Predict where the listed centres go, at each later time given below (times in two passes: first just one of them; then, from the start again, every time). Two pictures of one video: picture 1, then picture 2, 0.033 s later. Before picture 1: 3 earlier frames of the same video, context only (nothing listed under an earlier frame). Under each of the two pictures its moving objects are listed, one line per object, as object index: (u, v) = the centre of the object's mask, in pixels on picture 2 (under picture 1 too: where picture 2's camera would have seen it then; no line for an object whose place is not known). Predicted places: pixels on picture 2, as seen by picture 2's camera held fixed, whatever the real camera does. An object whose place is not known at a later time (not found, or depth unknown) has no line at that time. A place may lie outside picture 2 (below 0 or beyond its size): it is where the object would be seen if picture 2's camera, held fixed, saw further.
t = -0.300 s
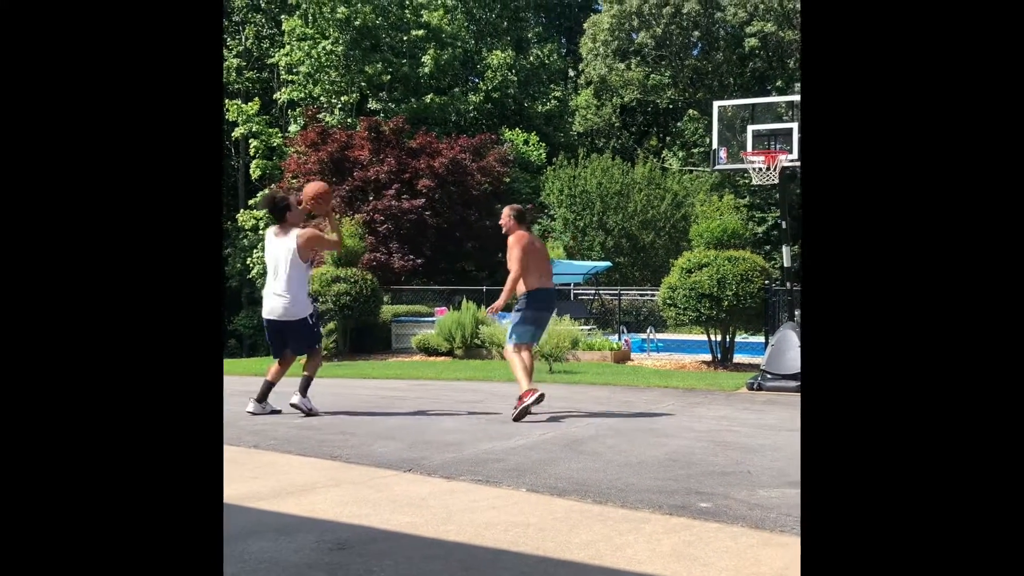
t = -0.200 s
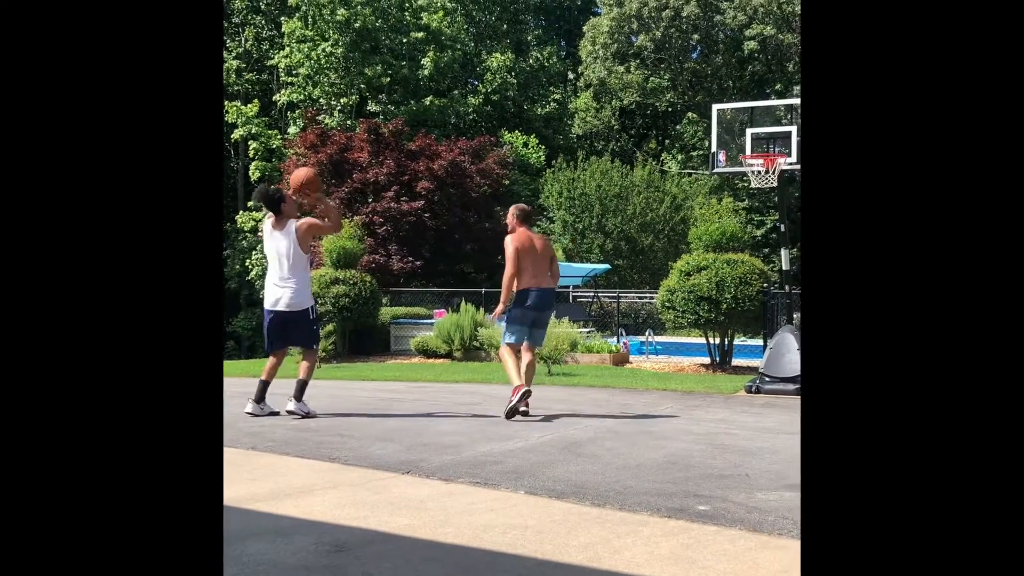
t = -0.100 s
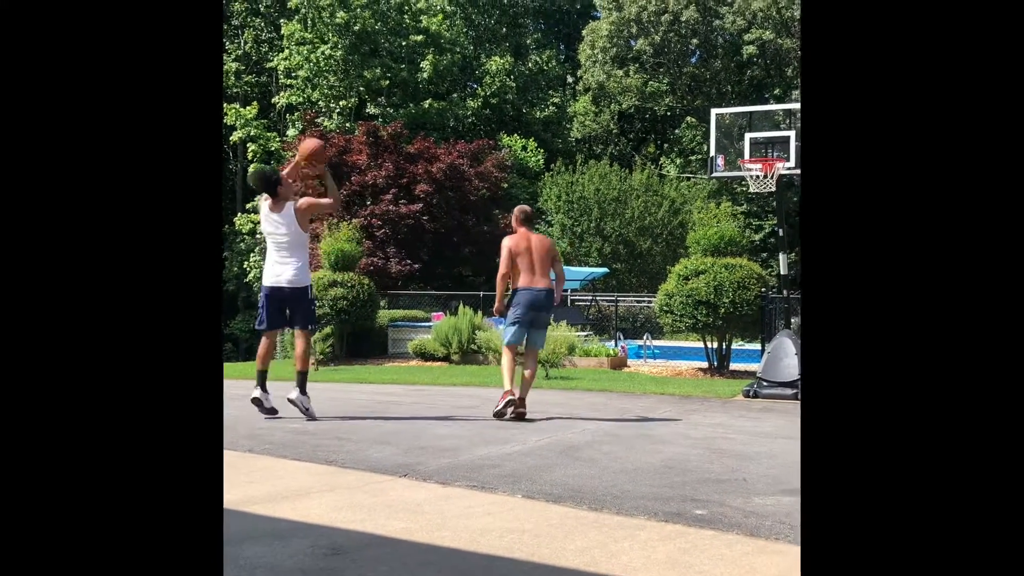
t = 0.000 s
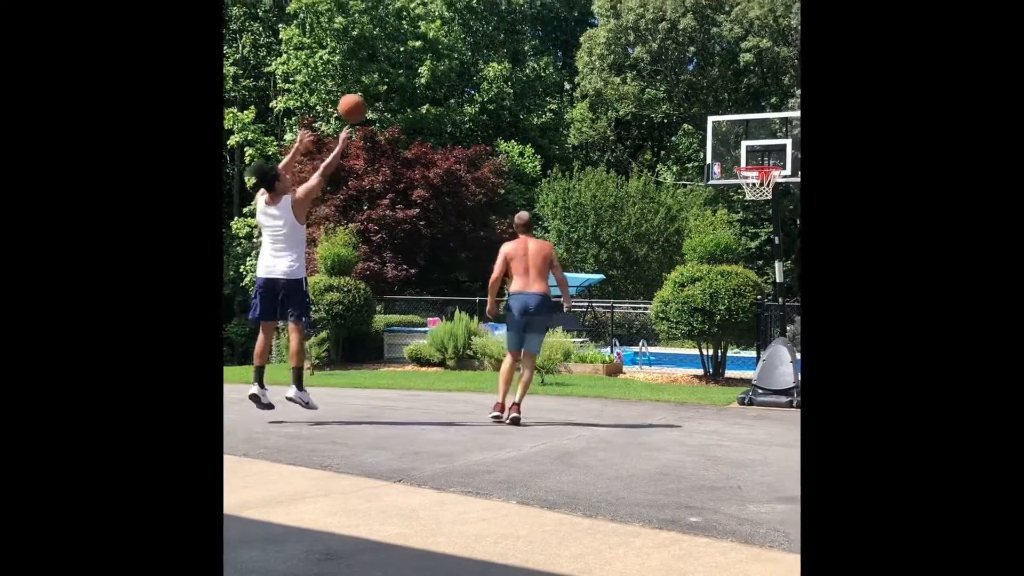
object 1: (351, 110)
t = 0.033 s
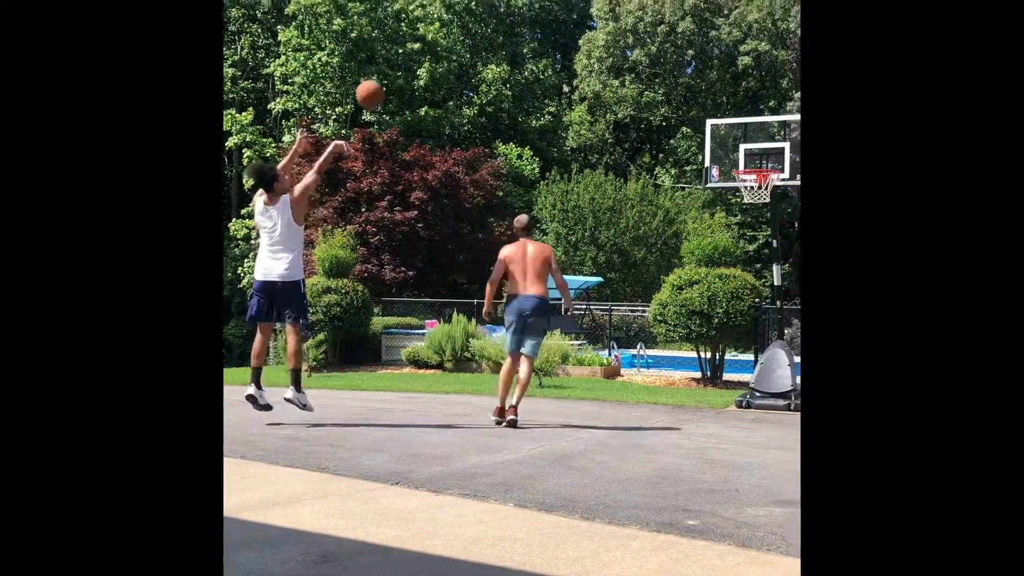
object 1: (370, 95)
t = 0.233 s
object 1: (479, 35)
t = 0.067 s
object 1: (390, 81)
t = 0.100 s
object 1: (408, 68)
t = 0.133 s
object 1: (426, 57)
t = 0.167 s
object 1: (442, 48)
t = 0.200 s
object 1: (460, 39)
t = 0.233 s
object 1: (479, 35)
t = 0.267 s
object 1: (493, 29)
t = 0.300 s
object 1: (509, 24)
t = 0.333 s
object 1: (524, 20)
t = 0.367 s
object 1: (540, 21)
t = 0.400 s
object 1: (553, 21)
